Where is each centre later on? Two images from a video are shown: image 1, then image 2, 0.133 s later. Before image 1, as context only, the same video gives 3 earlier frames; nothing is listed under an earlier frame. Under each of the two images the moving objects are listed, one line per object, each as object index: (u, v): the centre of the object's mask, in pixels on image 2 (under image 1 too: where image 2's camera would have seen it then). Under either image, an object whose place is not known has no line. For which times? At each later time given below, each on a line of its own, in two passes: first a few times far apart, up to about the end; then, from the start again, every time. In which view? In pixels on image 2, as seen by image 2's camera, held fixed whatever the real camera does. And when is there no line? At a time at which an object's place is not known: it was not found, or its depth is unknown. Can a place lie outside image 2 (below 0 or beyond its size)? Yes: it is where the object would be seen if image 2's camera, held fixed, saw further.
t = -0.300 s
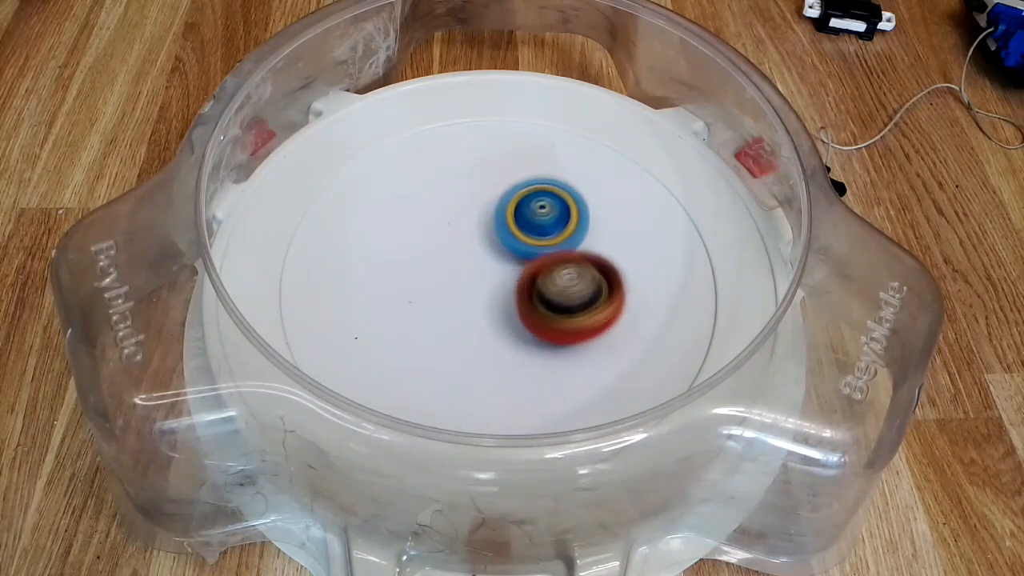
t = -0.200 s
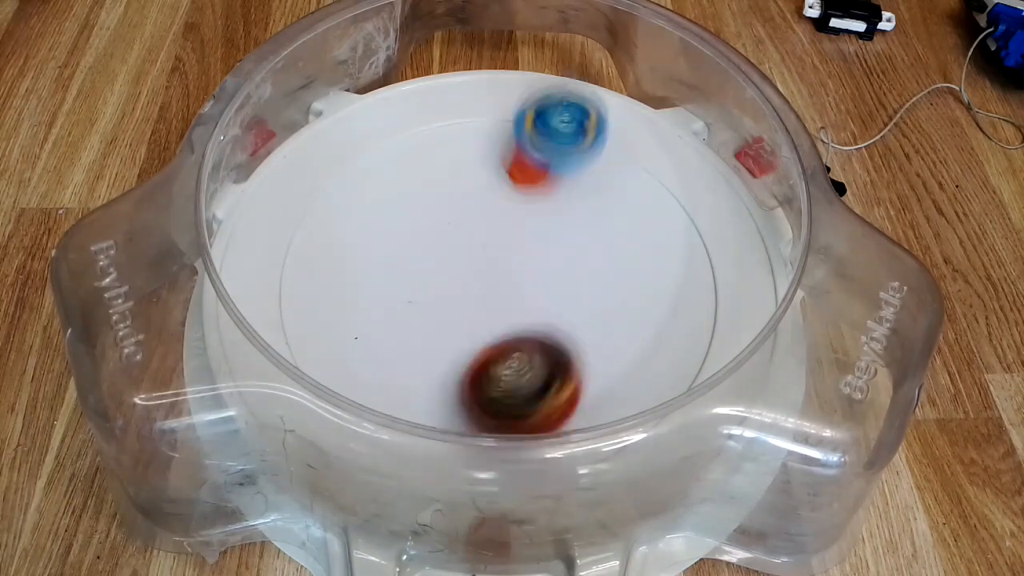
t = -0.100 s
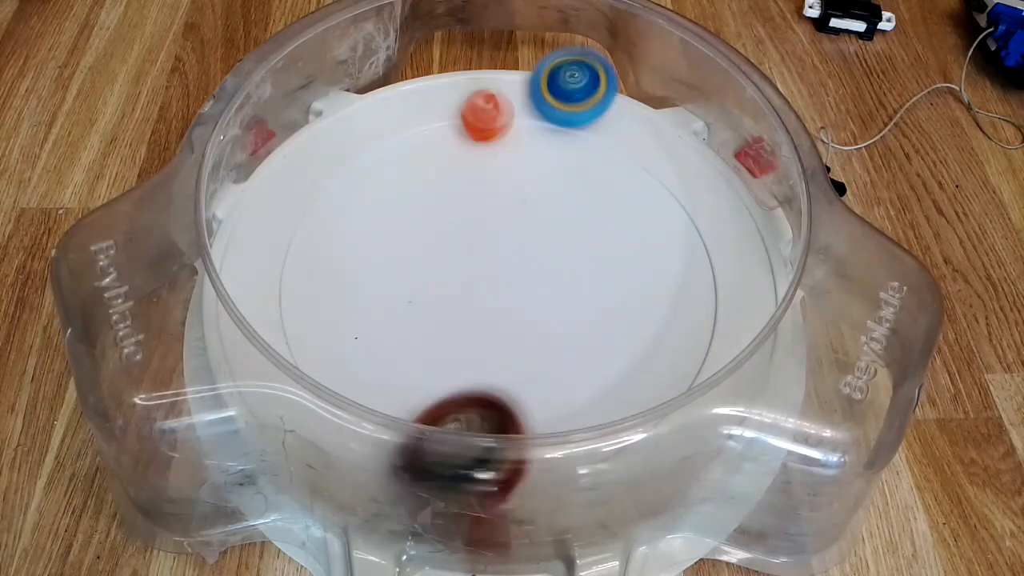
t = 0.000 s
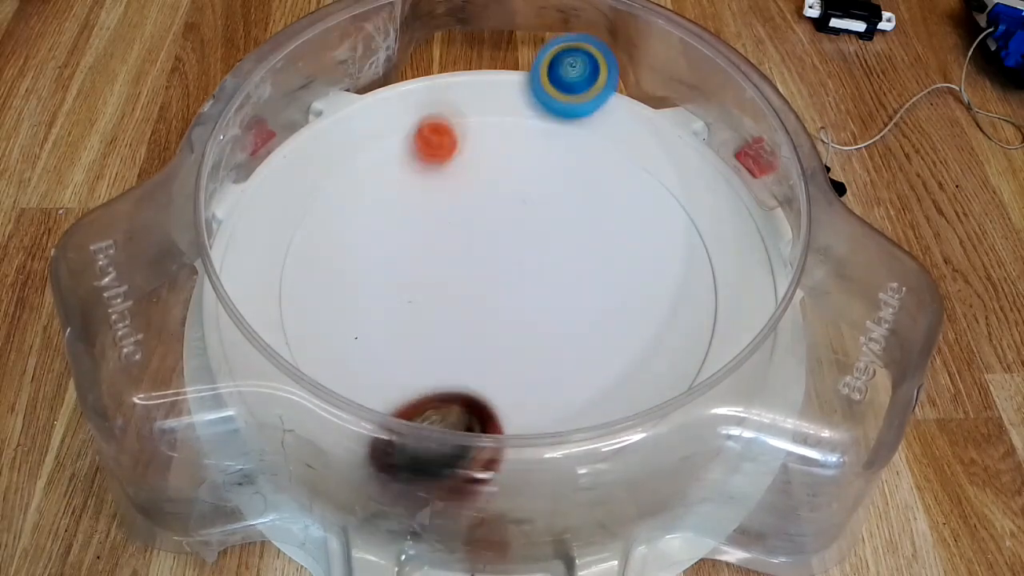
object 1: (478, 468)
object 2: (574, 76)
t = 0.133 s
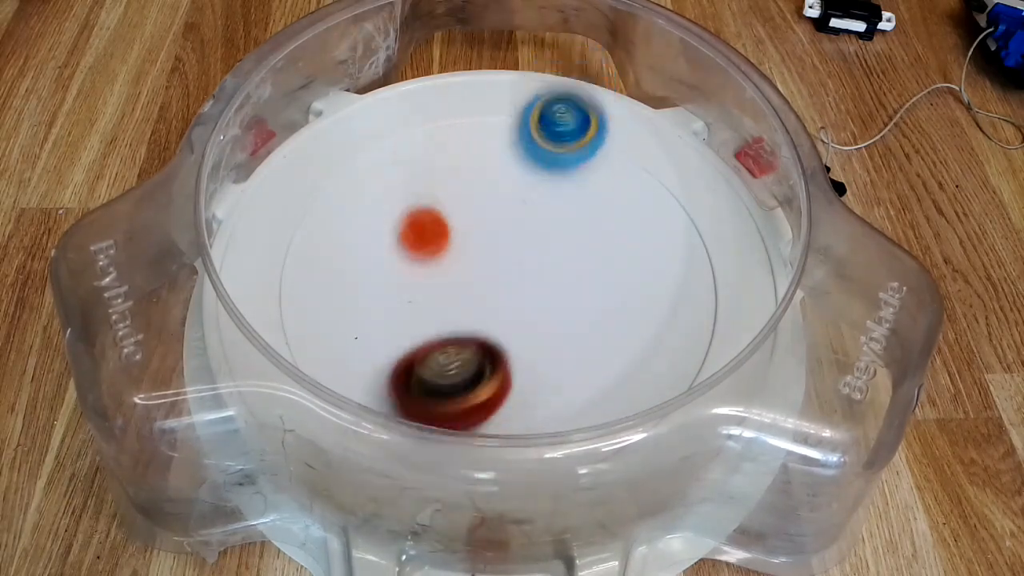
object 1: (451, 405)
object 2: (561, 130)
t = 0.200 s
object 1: (462, 365)
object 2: (547, 175)
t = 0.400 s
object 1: (400, 397)
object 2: (613, 211)
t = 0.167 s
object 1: (456, 377)
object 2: (555, 151)
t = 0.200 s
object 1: (462, 365)
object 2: (547, 175)
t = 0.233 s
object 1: (470, 342)
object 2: (539, 201)
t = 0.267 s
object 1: (474, 343)
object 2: (533, 227)
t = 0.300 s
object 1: (478, 335)
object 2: (531, 249)
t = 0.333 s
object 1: (445, 348)
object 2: (549, 244)
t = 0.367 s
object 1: (406, 380)
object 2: (583, 225)
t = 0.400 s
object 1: (400, 397)
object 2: (613, 211)
